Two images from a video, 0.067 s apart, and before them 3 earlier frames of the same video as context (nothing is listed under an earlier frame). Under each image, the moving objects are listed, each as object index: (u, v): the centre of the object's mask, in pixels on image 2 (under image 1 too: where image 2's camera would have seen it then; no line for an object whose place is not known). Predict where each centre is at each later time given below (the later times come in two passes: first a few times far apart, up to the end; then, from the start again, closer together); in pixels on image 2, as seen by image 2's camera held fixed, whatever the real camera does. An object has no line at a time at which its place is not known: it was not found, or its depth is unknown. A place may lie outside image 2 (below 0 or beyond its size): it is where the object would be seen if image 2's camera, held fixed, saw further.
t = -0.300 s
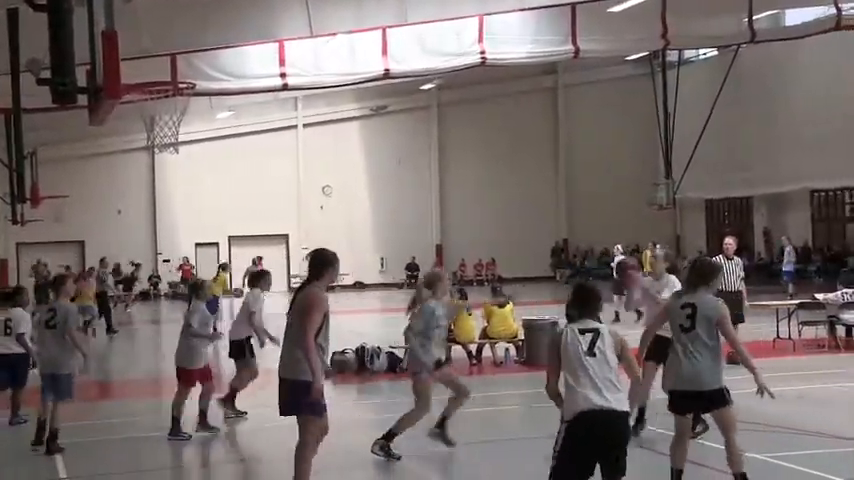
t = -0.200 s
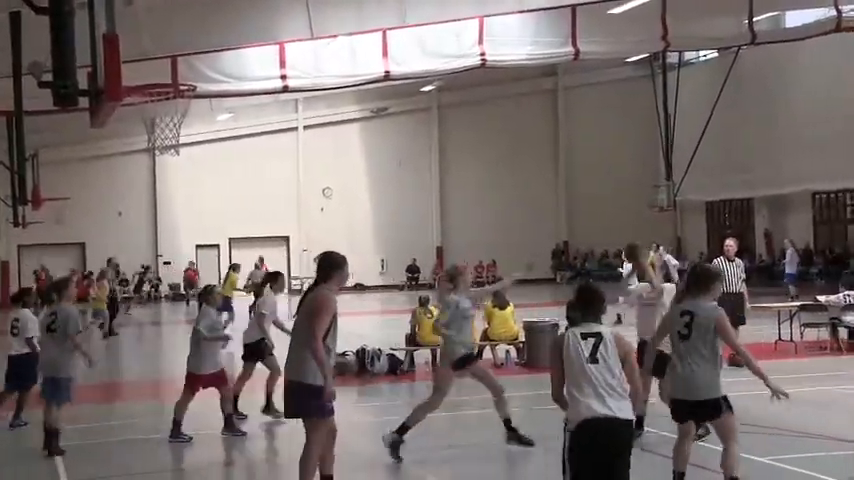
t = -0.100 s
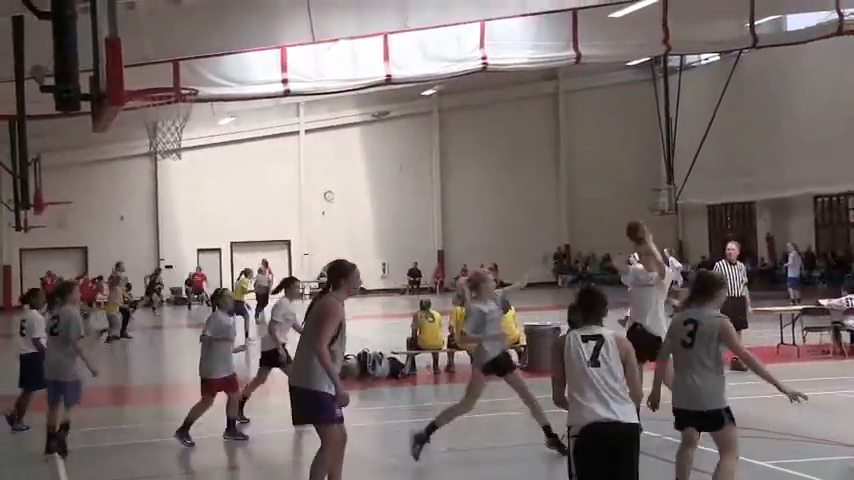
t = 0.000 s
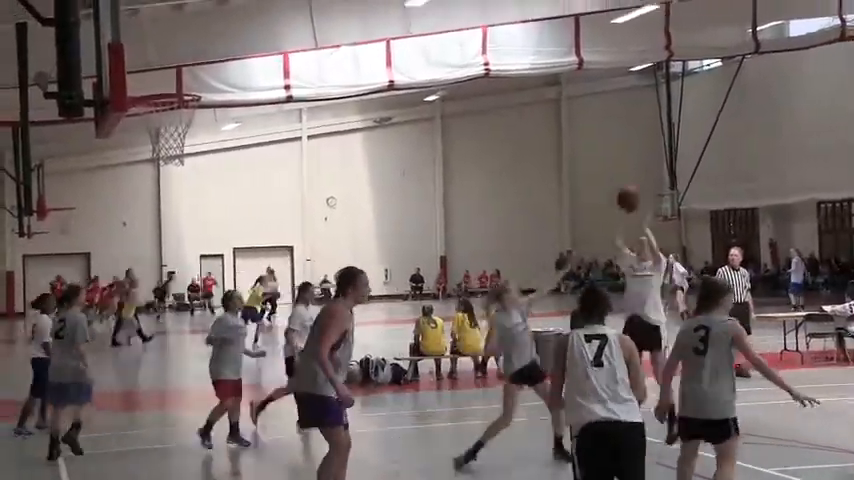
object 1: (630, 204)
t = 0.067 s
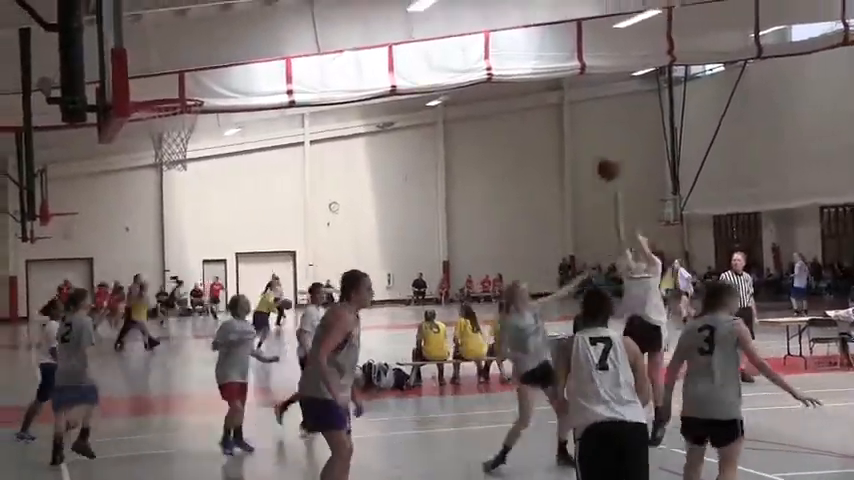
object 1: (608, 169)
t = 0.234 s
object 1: (535, 94)
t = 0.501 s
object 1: (412, 29)
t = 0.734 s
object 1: (296, 37)
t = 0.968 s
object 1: (192, 77)
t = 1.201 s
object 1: (153, 52)
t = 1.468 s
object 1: (144, 87)
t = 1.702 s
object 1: (185, 105)
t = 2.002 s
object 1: (173, 191)
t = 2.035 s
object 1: (171, 206)
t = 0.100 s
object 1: (592, 152)
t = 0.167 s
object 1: (564, 121)
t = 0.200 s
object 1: (549, 107)
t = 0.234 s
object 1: (535, 94)
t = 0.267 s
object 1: (520, 83)
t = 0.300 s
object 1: (506, 72)
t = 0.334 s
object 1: (490, 62)
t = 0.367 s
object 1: (475, 53)
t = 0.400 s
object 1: (459, 45)
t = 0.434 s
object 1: (444, 39)
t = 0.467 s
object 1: (428, 34)
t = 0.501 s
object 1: (412, 29)
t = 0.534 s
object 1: (396, 27)
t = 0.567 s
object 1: (380, 25)
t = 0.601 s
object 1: (363, 25)
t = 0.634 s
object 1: (347, 26)
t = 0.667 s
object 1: (330, 28)
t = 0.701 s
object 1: (313, 32)
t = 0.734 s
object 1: (296, 37)
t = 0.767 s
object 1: (279, 44)
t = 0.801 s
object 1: (261, 51)
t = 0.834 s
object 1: (243, 62)
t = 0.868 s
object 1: (225, 73)
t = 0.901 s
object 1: (207, 85)
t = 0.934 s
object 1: (198, 86)
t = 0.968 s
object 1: (192, 77)
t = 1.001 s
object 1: (186, 69)
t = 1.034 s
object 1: (181, 63)
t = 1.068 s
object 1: (175, 58)
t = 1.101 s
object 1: (169, 54)
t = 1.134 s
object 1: (164, 52)
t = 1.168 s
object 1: (159, 51)
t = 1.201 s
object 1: (153, 52)
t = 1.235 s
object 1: (149, 55)
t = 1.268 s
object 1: (145, 58)
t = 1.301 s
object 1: (142, 63)
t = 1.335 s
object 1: (139, 70)
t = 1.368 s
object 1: (138, 78)
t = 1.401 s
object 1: (139, 82)
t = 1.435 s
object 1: (142, 87)
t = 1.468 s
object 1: (144, 87)
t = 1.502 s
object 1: (149, 86)
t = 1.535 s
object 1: (154, 86)
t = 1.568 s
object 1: (160, 87)
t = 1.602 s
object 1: (166, 88)
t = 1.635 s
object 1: (172, 91)
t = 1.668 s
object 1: (178, 96)
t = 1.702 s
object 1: (185, 105)
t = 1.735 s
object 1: (187, 112)
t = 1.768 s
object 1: (186, 117)
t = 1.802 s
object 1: (183, 125)
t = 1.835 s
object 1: (182, 133)
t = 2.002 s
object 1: (173, 191)
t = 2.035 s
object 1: (171, 206)
